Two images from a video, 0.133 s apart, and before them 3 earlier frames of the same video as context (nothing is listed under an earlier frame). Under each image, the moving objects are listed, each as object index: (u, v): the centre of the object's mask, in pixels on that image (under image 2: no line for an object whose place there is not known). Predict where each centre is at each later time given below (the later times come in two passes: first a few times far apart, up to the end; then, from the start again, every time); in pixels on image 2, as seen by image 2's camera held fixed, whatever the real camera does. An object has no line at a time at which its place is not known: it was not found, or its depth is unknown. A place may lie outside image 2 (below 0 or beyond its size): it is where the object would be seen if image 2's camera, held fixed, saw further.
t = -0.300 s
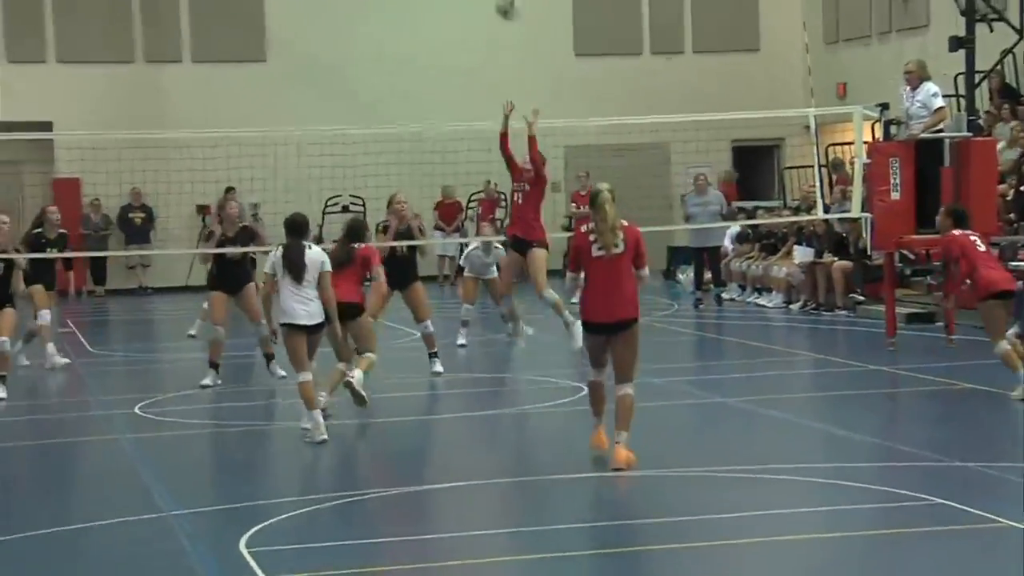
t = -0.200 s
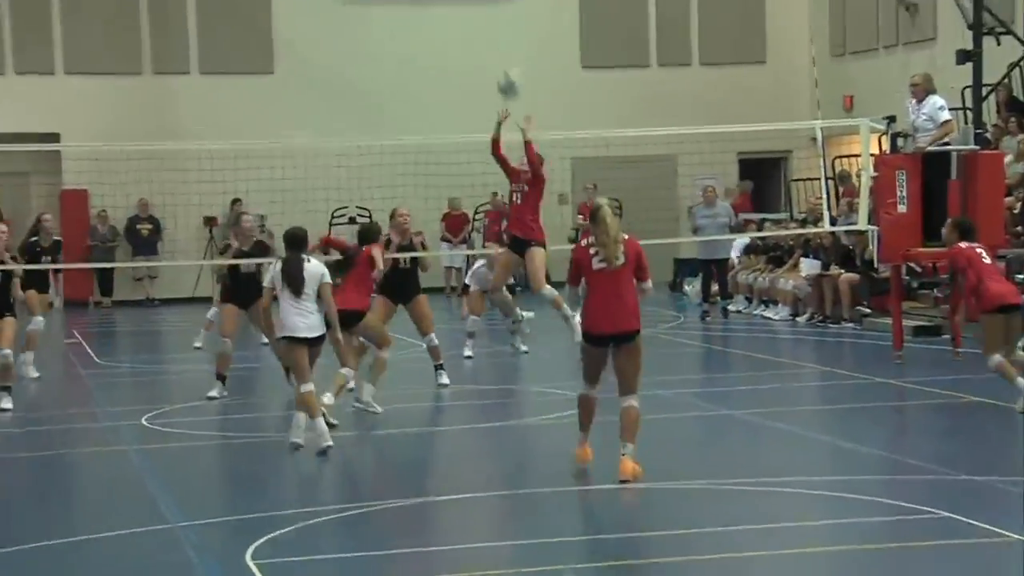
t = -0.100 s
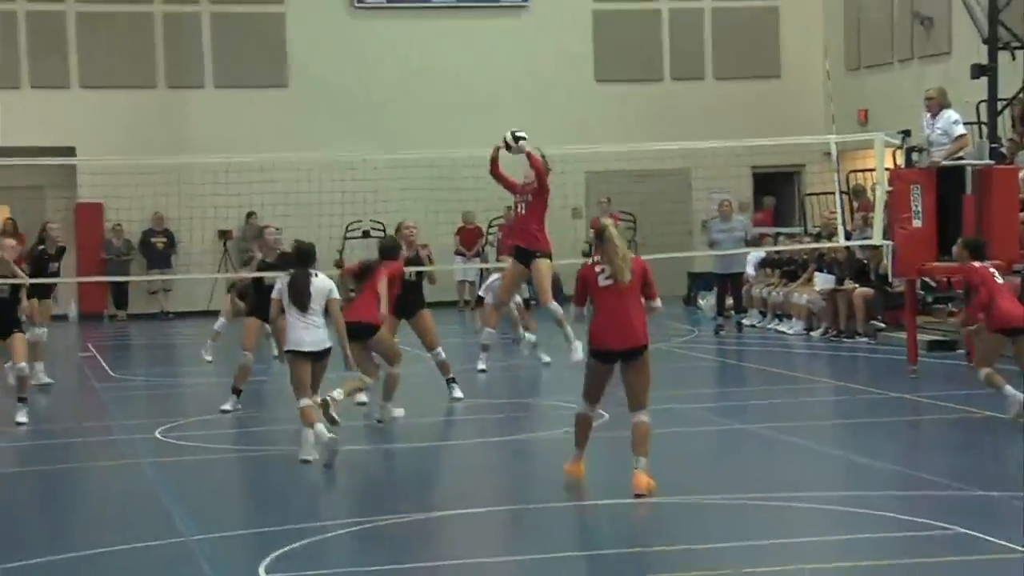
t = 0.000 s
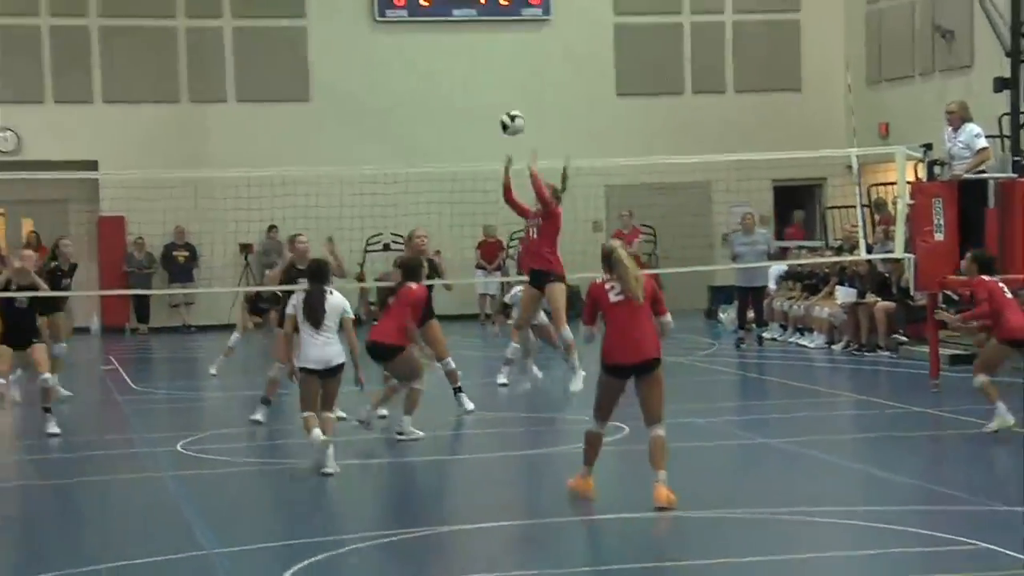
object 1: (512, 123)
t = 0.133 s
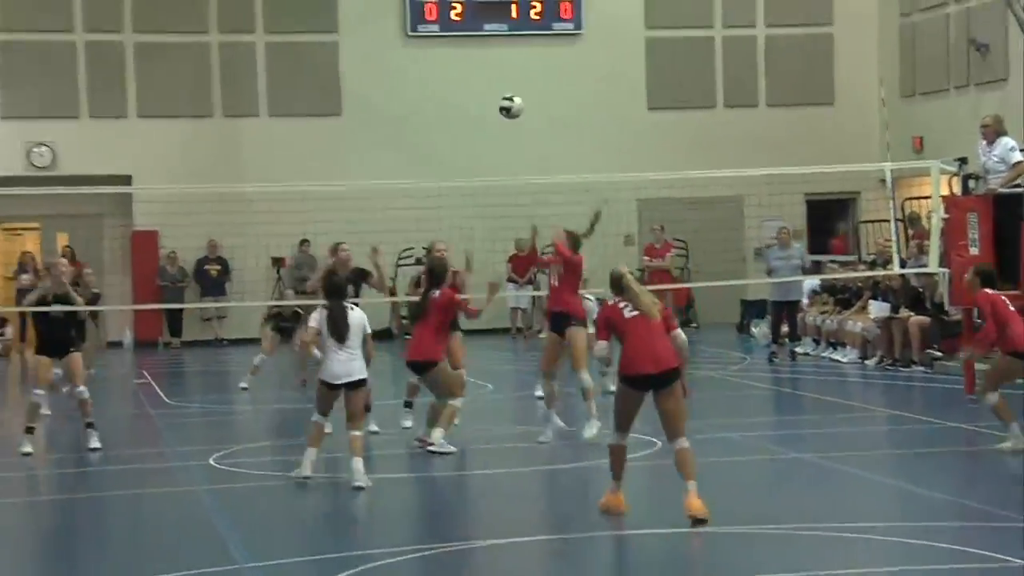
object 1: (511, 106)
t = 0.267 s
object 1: (481, 96)
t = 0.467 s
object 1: (438, 119)
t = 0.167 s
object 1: (503, 102)
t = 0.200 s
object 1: (496, 99)
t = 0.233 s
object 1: (489, 97)
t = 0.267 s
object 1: (481, 96)
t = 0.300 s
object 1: (474, 97)
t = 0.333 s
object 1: (467, 99)
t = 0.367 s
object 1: (459, 102)
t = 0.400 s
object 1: (452, 107)
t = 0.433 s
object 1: (445, 112)
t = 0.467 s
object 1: (438, 119)
